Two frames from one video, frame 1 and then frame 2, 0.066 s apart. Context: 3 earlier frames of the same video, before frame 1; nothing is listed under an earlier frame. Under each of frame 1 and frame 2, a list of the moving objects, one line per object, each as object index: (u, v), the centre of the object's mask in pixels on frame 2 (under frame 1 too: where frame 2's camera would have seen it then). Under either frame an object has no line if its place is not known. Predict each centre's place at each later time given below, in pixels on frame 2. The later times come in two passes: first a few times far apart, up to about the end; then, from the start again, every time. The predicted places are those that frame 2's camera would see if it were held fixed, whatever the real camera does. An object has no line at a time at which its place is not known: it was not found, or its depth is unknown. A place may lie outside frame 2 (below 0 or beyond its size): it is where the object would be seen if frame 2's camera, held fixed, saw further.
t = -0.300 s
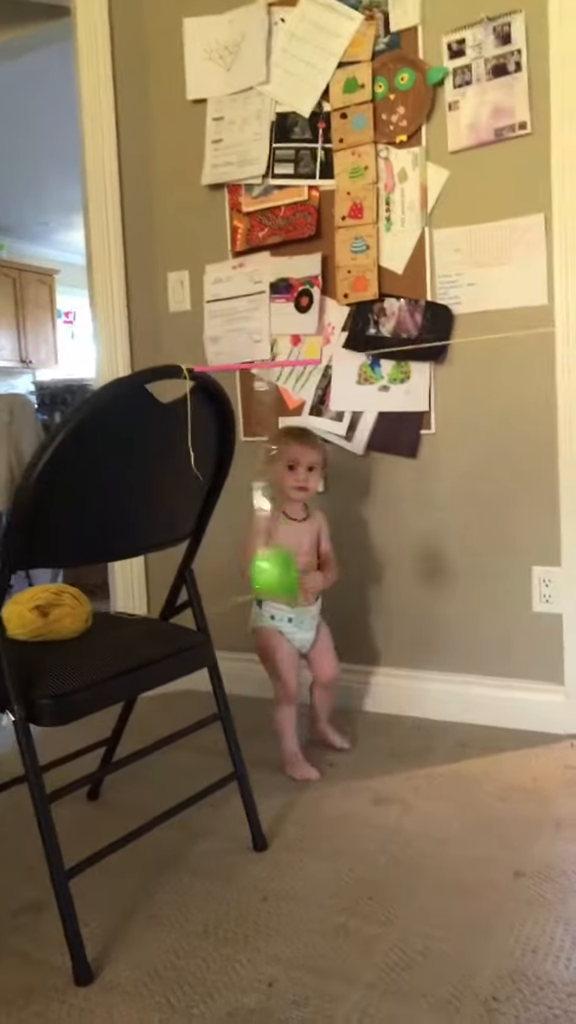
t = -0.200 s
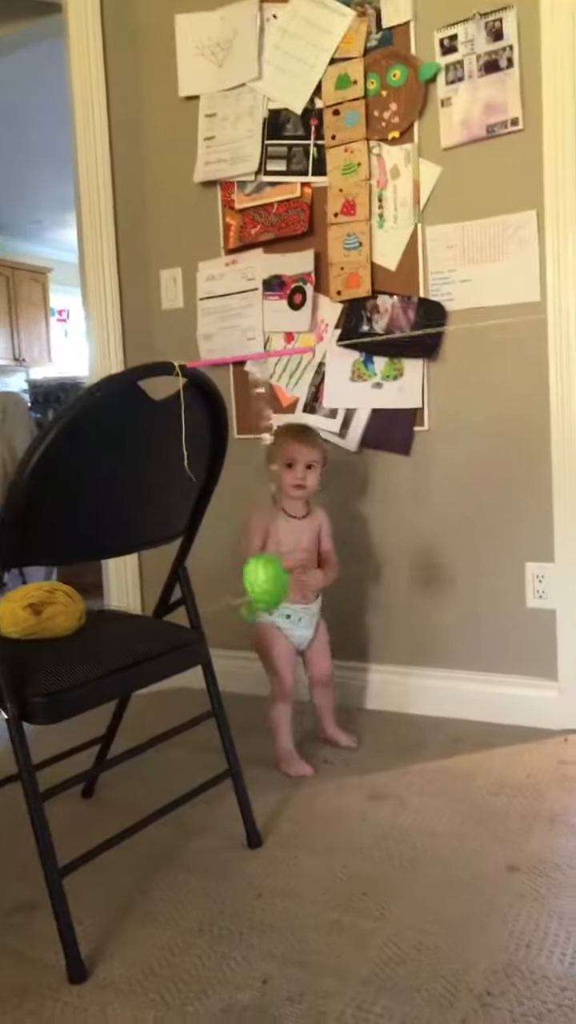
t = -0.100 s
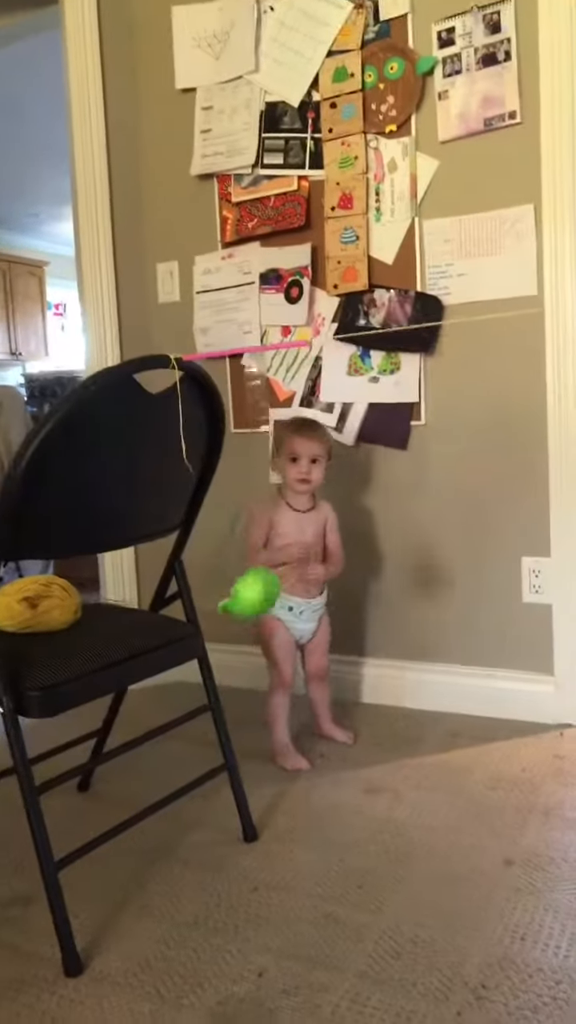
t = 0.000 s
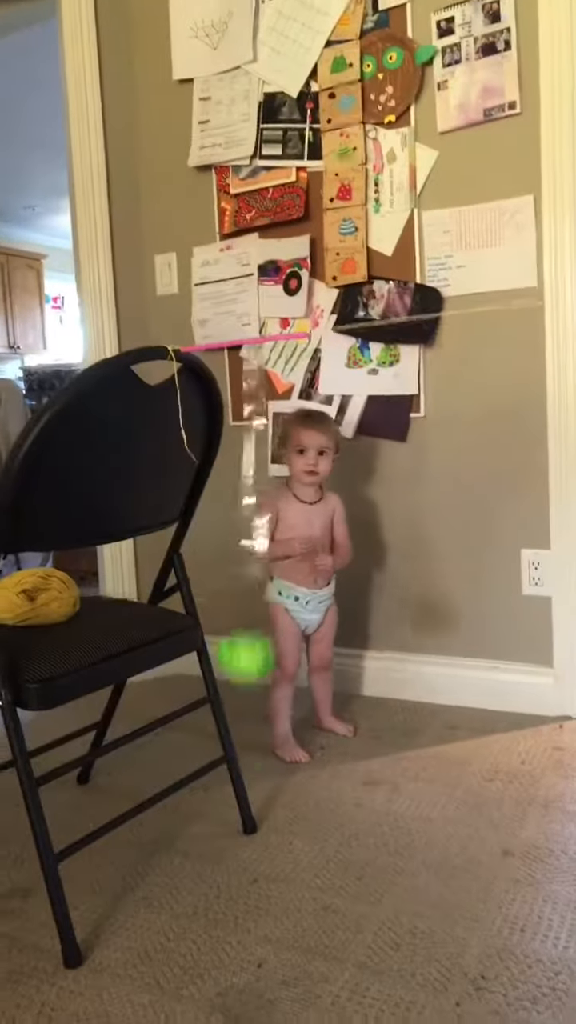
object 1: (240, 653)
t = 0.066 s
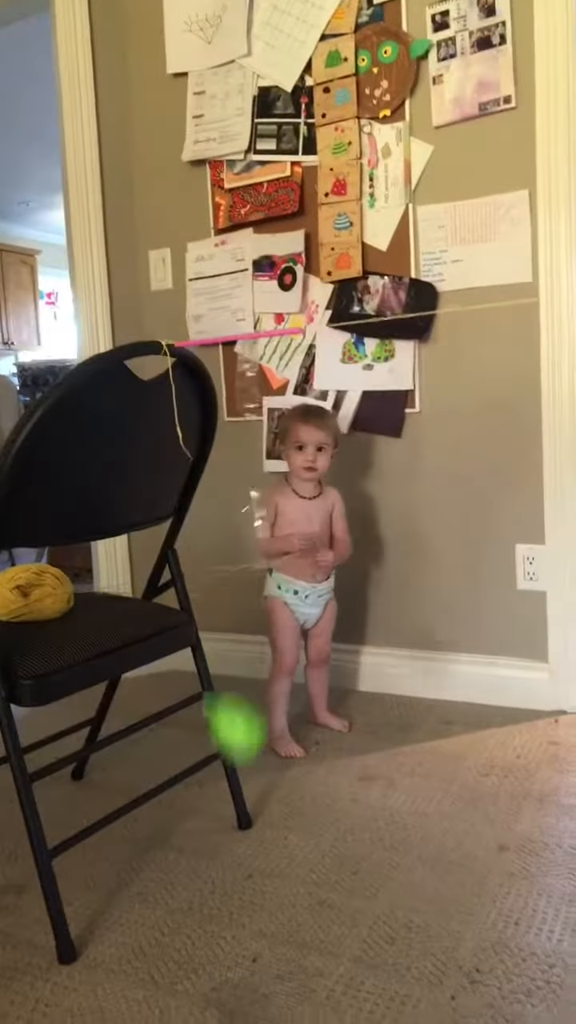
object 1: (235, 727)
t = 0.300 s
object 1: (230, 943)
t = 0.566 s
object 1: (226, 955)
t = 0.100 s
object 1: (235, 773)
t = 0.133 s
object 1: (232, 819)
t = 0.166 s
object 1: (232, 868)
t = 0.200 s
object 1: (235, 926)
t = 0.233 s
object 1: (235, 952)
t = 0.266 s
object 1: (232, 945)
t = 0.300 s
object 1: (230, 943)
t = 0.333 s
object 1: (227, 943)
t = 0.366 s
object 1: (225, 943)
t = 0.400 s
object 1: (224, 945)
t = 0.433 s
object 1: (224, 947)
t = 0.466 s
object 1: (224, 948)
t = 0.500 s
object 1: (224, 950)
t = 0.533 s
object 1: (225, 952)
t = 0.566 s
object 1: (226, 955)
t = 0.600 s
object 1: (228, 956)
